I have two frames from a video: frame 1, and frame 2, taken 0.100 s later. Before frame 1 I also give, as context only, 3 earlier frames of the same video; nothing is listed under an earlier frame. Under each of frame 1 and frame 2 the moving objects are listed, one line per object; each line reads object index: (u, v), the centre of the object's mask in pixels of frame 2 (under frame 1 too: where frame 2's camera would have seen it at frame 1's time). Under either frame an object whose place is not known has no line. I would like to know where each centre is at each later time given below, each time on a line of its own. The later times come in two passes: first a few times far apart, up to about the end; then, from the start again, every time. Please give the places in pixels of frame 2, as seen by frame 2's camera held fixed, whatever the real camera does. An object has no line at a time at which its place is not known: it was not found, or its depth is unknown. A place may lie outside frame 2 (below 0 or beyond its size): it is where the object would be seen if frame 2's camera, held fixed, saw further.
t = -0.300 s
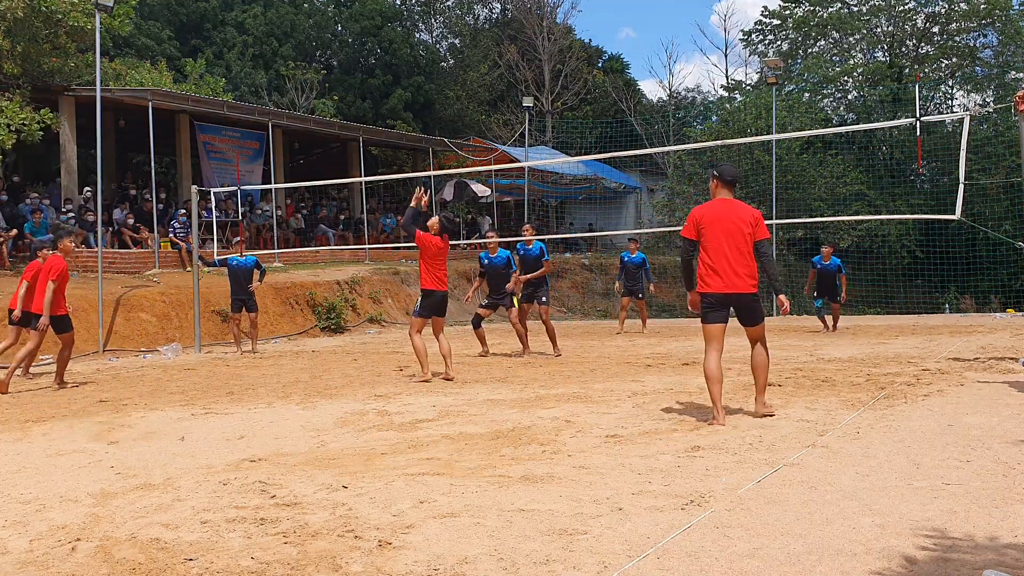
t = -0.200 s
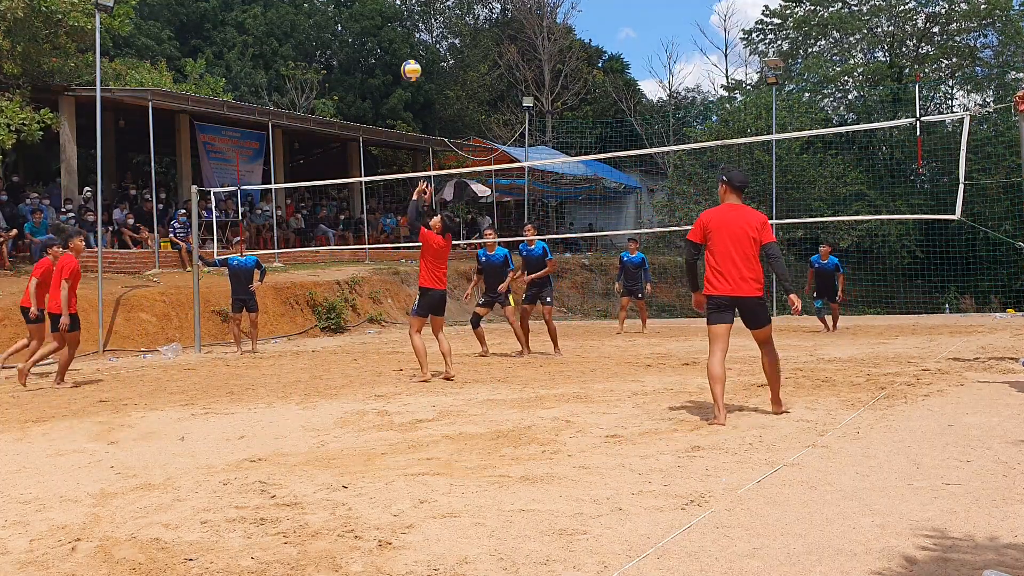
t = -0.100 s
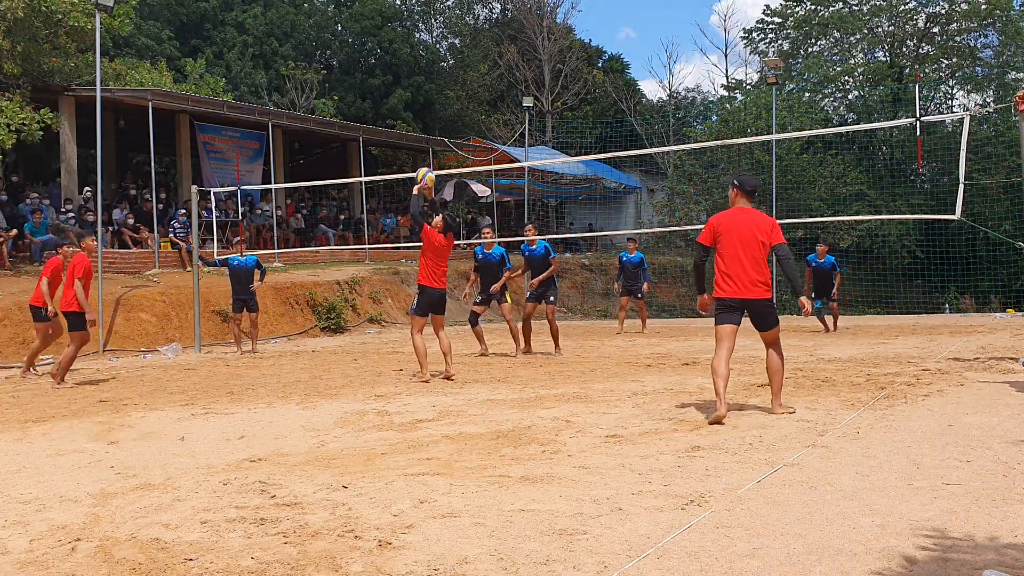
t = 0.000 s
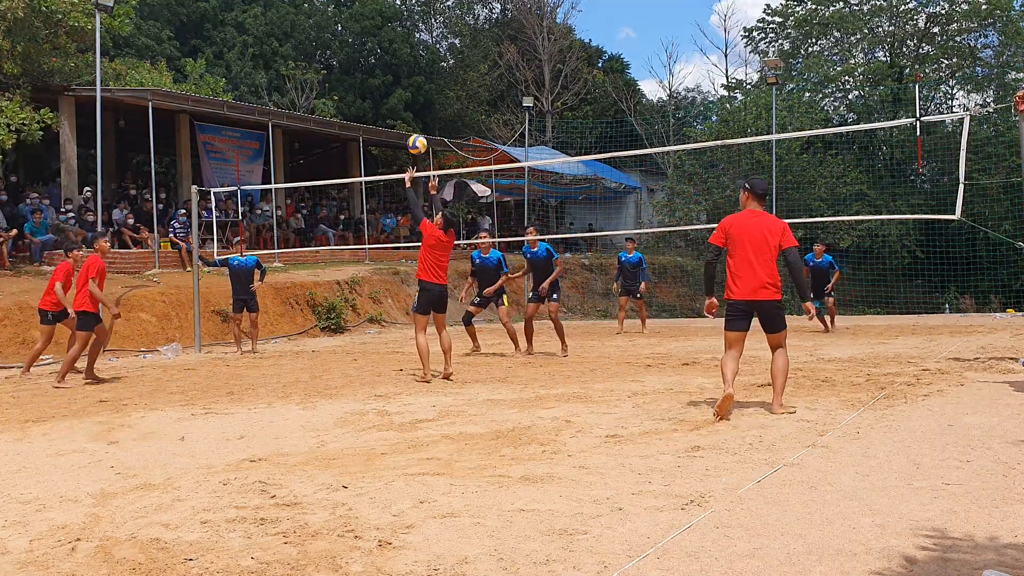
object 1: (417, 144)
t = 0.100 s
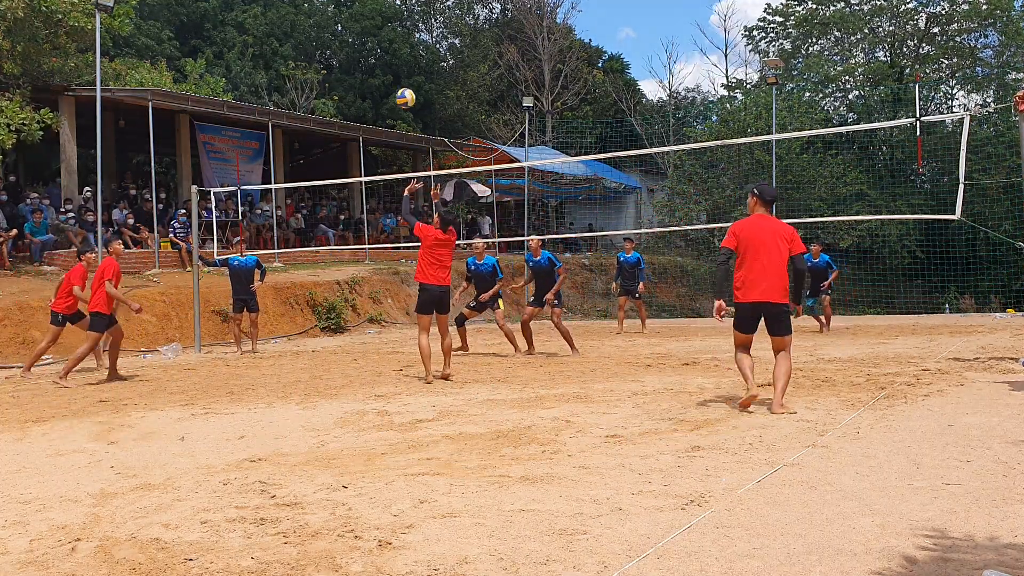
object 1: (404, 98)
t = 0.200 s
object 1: (393, 62)
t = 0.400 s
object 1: (375, 21)
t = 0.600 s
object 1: (359, 17)
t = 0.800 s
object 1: (345, 46)
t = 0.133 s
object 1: (400, 85)
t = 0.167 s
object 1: (397, 73)
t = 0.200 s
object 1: (393, 62)
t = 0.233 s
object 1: (390, 53)
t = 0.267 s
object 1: (387, 44)
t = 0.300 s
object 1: (384, 37)
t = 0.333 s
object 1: (380, 31)
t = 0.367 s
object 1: (378, 26)
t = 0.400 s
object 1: (375, 21)
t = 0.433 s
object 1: (372, 18)
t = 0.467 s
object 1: (370, 16)
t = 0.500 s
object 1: (367, 15)
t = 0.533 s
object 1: (364, 15)
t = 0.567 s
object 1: (362, 16)
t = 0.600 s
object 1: (359, 17)
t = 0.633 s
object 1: (356, 20)
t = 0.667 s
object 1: (354, 23)
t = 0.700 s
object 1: (352, 28)
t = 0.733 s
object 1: (349, 33)
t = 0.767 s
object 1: (347, 39)
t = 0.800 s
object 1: (345, 46)
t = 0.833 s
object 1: (343, 54)
